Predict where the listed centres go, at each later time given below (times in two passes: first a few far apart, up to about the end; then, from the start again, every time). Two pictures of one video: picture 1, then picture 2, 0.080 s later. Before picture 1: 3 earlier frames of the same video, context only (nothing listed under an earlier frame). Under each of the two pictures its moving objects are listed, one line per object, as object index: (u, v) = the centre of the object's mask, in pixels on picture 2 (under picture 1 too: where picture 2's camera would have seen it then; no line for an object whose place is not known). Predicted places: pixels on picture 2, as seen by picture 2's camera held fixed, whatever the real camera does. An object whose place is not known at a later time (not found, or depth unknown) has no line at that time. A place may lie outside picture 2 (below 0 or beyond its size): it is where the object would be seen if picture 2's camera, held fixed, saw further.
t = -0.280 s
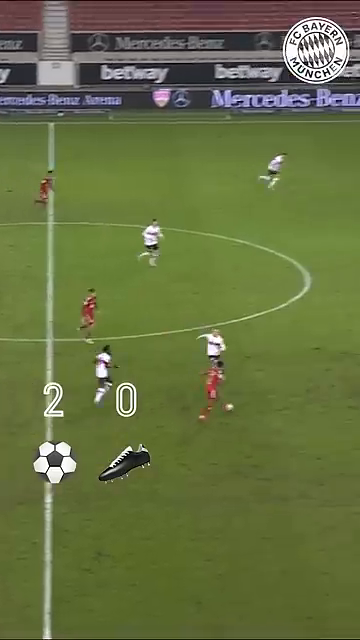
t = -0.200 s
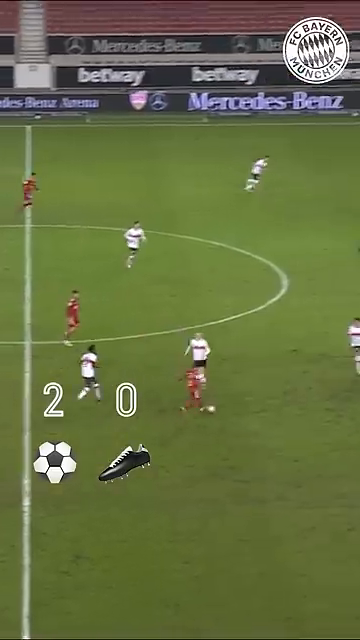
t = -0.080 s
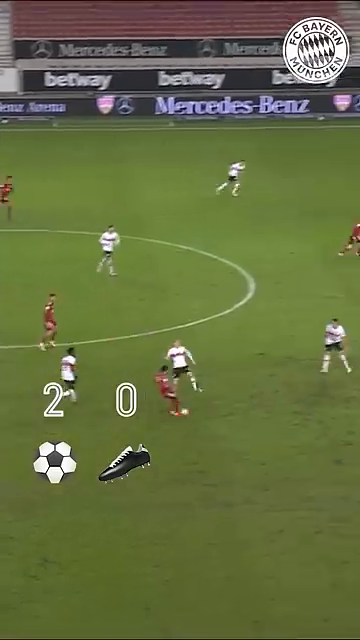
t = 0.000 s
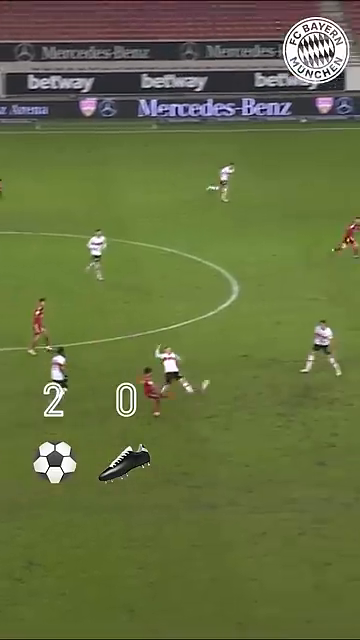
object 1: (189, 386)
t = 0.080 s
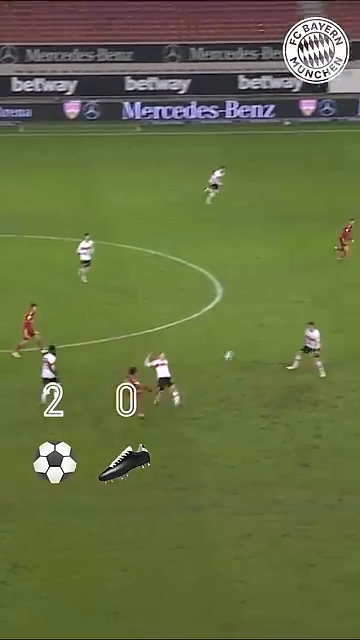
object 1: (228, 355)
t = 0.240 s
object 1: (296, 303)
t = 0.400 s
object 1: (353, 262)
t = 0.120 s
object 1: (246, 341)
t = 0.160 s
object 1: (263, 329)
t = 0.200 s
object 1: (280, 315)
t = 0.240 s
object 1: (296, 303)
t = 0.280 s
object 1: (311, 291)
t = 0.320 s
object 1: (325, 281)
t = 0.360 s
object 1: (340, 270)
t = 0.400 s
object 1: (353, 262)
